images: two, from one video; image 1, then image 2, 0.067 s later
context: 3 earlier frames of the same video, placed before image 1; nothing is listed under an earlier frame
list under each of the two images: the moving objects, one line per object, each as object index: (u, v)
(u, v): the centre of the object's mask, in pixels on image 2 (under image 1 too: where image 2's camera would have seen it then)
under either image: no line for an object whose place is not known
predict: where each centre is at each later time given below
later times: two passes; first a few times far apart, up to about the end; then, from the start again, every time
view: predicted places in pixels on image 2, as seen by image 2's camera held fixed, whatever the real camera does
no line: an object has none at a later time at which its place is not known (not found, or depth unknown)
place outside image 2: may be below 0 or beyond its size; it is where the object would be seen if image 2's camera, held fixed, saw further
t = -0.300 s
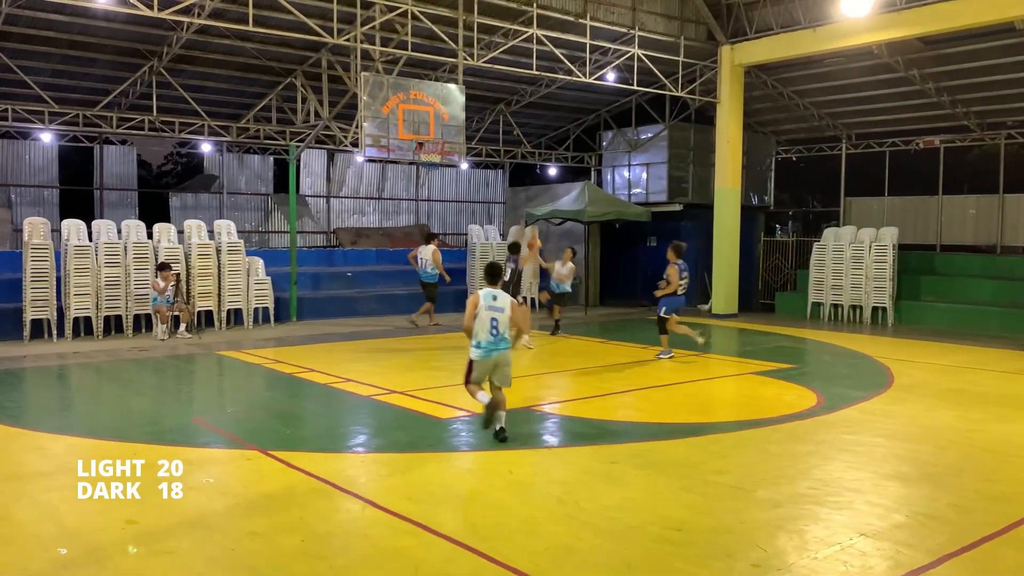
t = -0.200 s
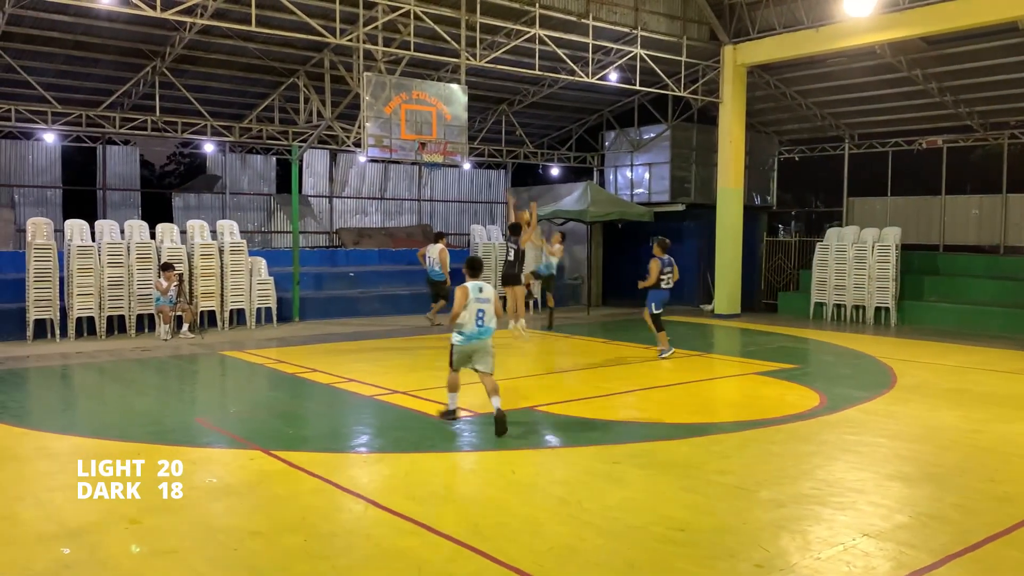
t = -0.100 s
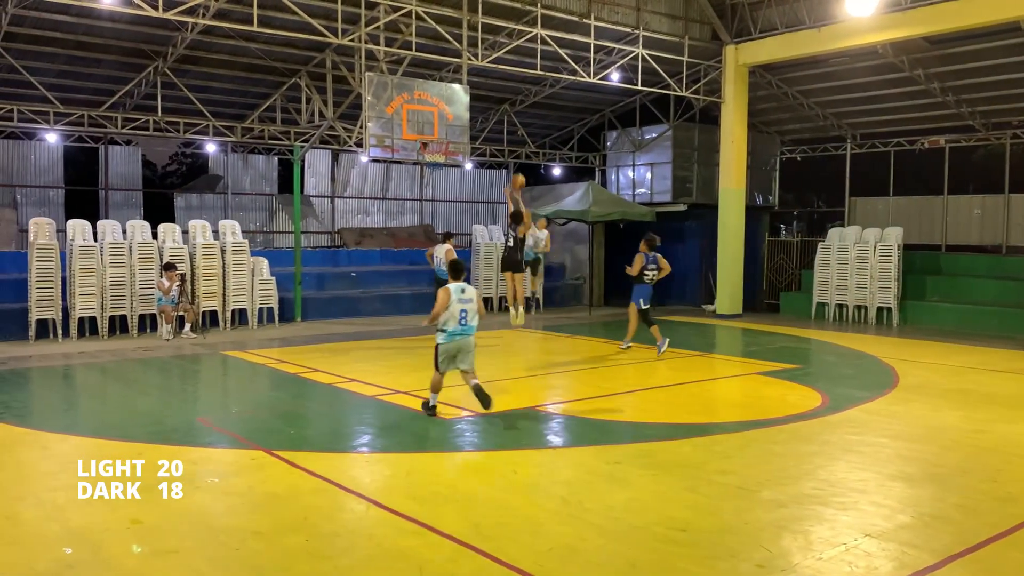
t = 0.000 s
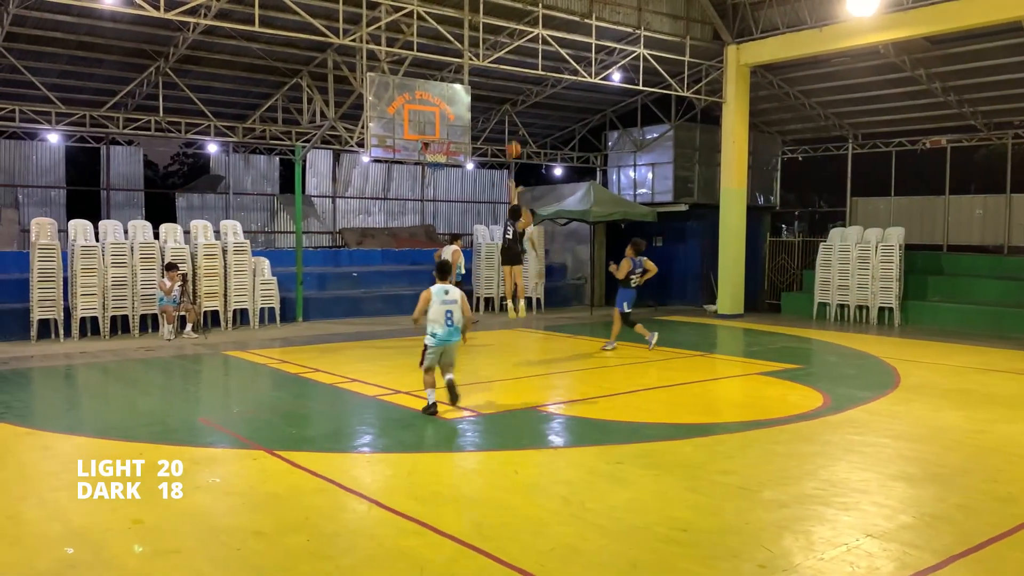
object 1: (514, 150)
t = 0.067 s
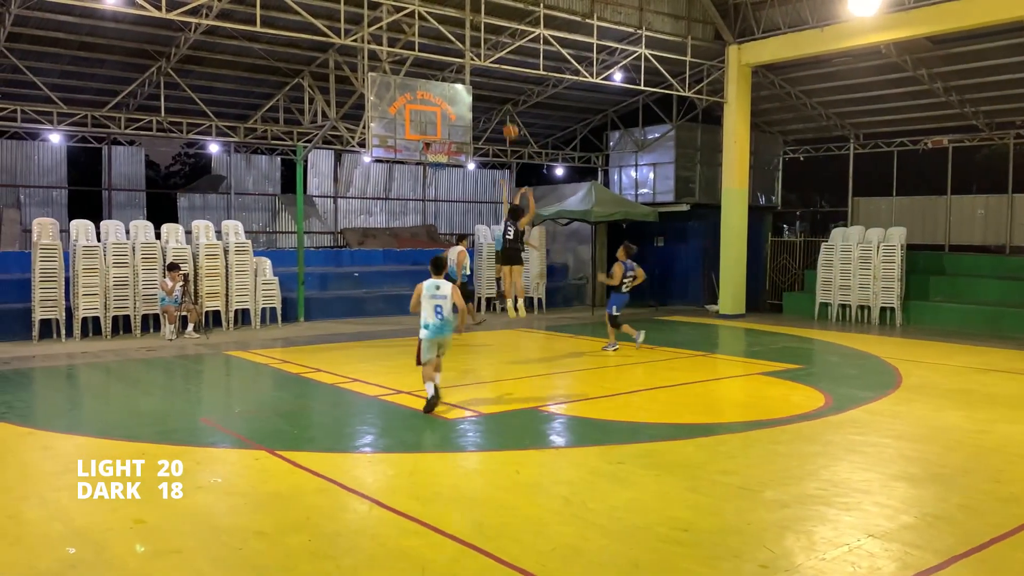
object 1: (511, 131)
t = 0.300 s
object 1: (497, 86)
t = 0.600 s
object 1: (478, 79)
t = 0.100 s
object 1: (509, 123)
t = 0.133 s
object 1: (507, 115)
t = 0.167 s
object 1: (505, 108)
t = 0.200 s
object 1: (503, 102)
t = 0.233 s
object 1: (501, 96)
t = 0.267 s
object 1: (499, 91)
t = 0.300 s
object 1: (497, 86)
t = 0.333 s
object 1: (494, 83)
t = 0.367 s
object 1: (493, 80)
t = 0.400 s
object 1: (491, 77)
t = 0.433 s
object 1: (489, 76)
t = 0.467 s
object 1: (487, 76)
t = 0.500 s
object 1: (485, 75)
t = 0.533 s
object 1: (482, 76)
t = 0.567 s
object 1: (479, 77)
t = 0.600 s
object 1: (478, 79)
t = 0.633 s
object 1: (476, 82)
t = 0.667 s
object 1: (474, 85)
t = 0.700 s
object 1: (472, 90)
